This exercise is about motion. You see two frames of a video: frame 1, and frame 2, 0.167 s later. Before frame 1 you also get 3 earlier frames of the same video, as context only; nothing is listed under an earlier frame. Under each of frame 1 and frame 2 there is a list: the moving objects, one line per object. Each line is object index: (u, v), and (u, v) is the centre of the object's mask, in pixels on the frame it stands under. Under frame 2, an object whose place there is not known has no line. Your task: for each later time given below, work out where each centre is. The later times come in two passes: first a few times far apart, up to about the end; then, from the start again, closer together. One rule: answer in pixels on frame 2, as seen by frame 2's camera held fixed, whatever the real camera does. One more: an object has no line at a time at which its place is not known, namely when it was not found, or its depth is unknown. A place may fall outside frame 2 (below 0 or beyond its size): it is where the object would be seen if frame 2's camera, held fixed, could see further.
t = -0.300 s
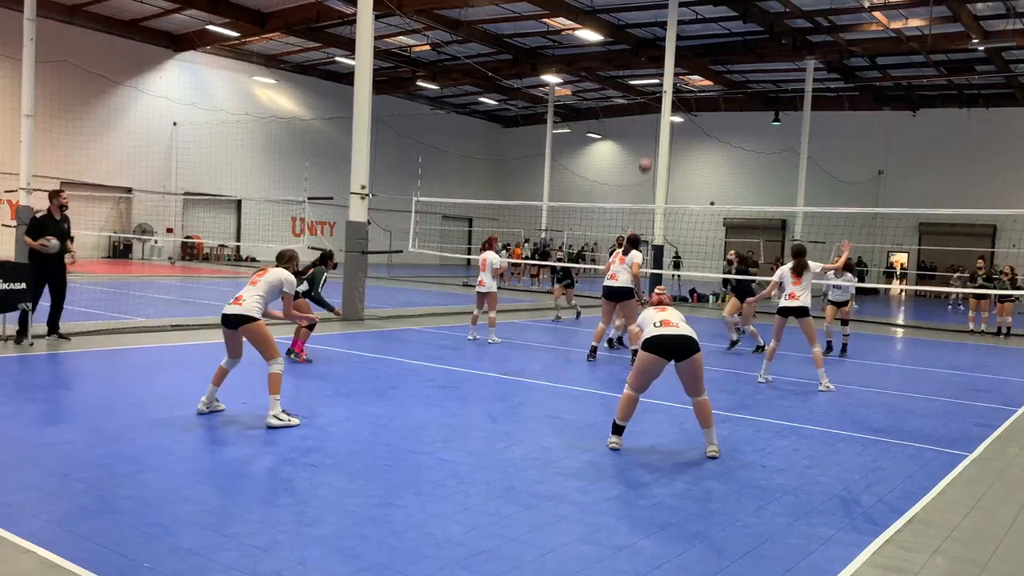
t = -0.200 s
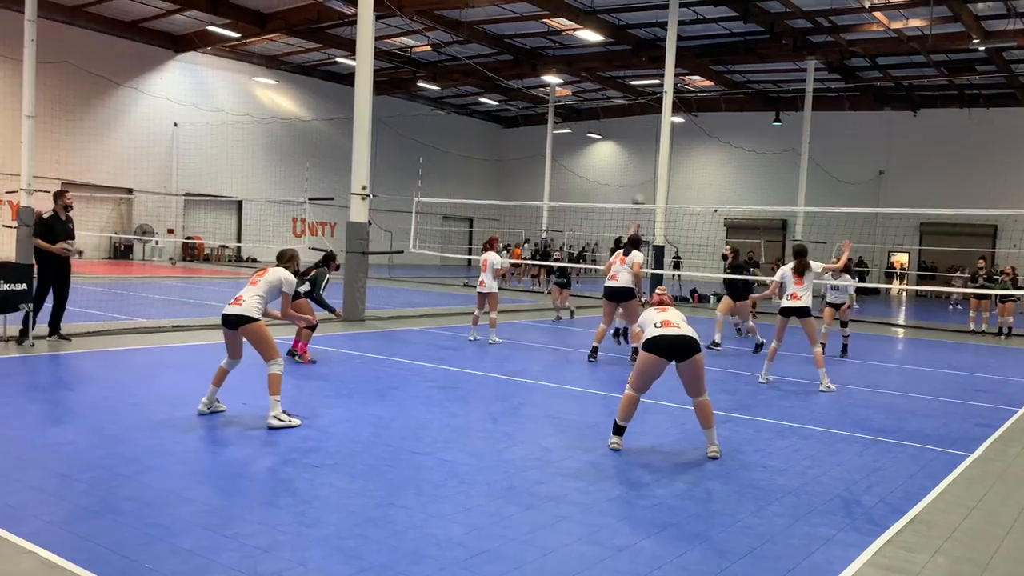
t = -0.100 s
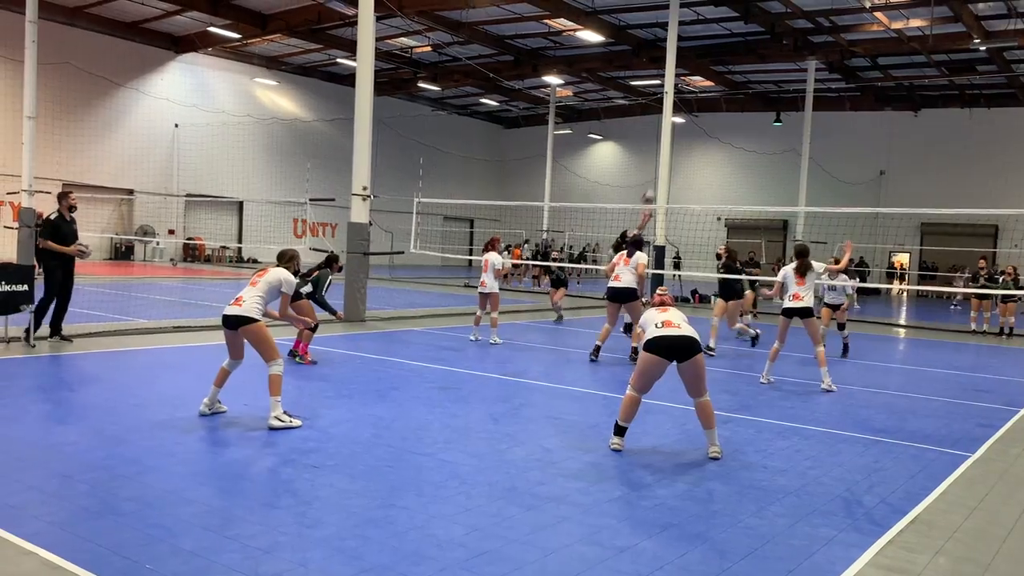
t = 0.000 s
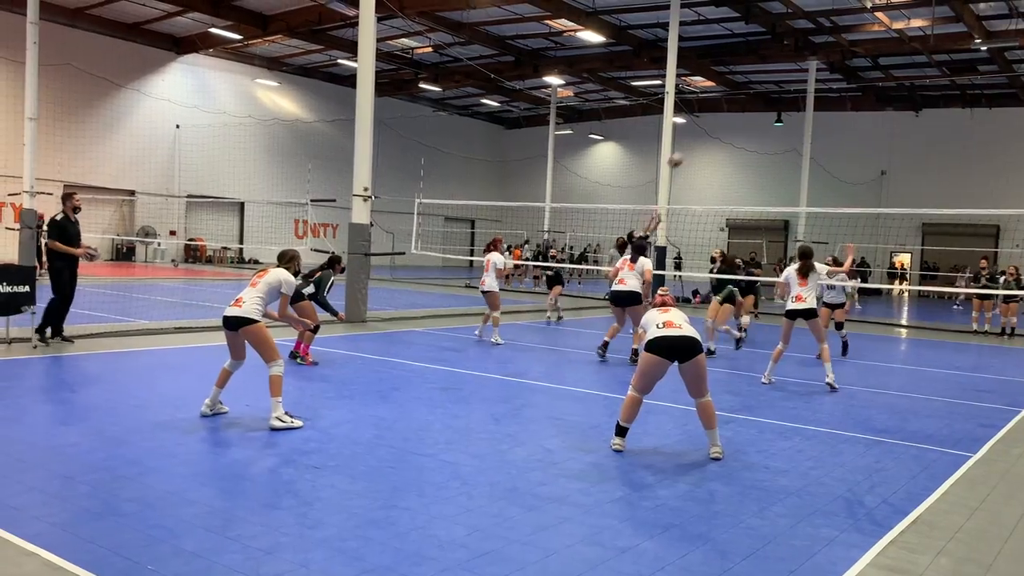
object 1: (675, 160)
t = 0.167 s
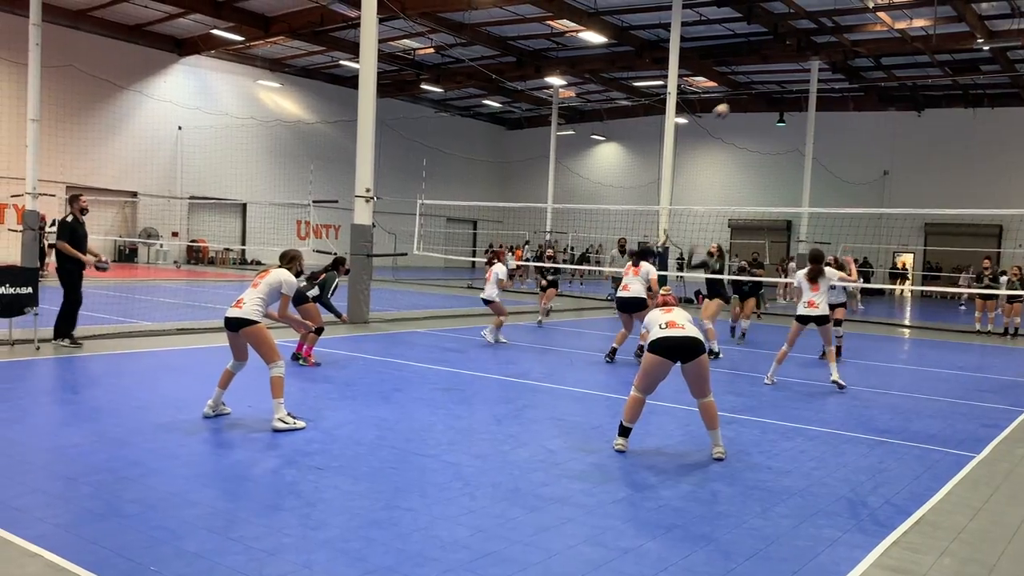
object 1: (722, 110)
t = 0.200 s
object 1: (729, 103)
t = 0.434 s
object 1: (791, 68)
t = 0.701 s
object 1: (853, 73)
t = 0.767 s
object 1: (870, 82)
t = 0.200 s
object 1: (729, 103)
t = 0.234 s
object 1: (738, 97)
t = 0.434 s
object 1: (791, 68)
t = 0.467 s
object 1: (800, 67)
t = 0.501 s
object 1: (808, 65)
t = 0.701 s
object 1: (853, 73)
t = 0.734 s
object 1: (862, 77)
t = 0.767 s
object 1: (870, 82)
